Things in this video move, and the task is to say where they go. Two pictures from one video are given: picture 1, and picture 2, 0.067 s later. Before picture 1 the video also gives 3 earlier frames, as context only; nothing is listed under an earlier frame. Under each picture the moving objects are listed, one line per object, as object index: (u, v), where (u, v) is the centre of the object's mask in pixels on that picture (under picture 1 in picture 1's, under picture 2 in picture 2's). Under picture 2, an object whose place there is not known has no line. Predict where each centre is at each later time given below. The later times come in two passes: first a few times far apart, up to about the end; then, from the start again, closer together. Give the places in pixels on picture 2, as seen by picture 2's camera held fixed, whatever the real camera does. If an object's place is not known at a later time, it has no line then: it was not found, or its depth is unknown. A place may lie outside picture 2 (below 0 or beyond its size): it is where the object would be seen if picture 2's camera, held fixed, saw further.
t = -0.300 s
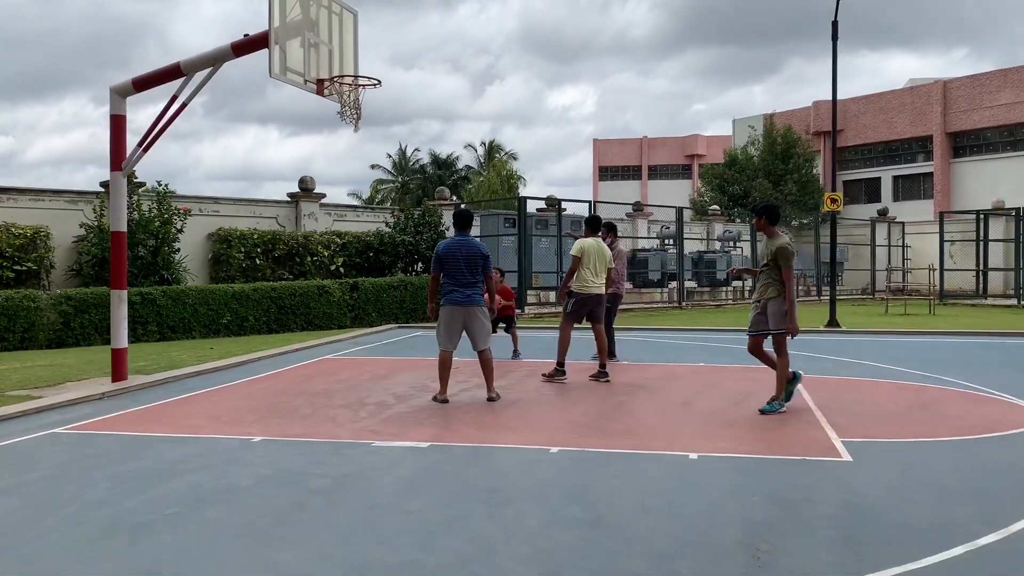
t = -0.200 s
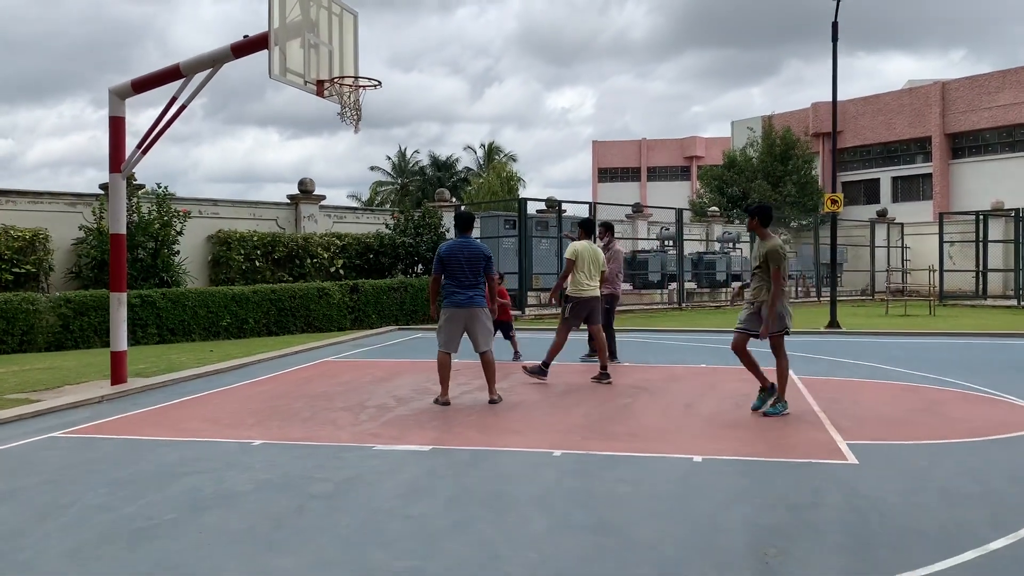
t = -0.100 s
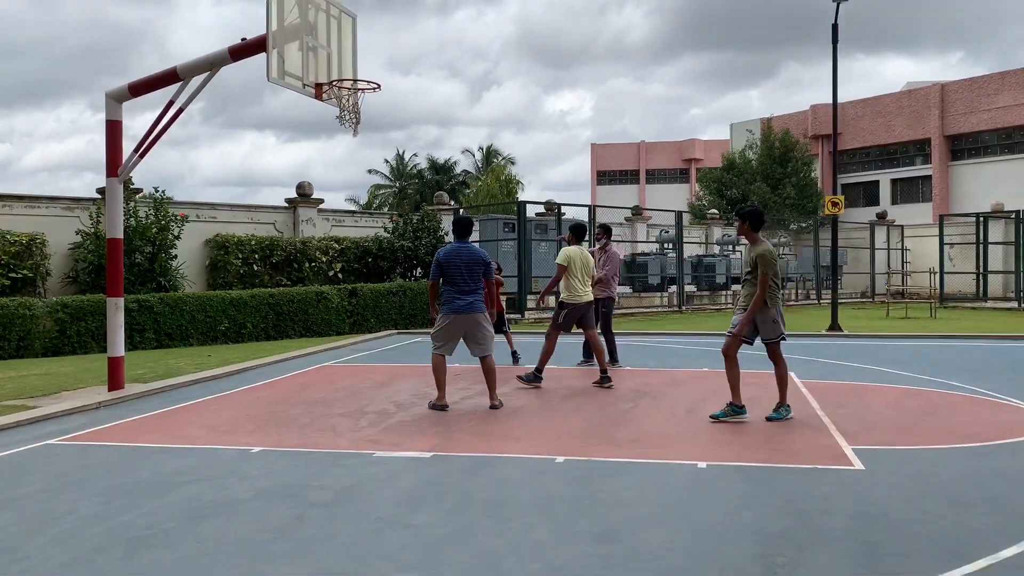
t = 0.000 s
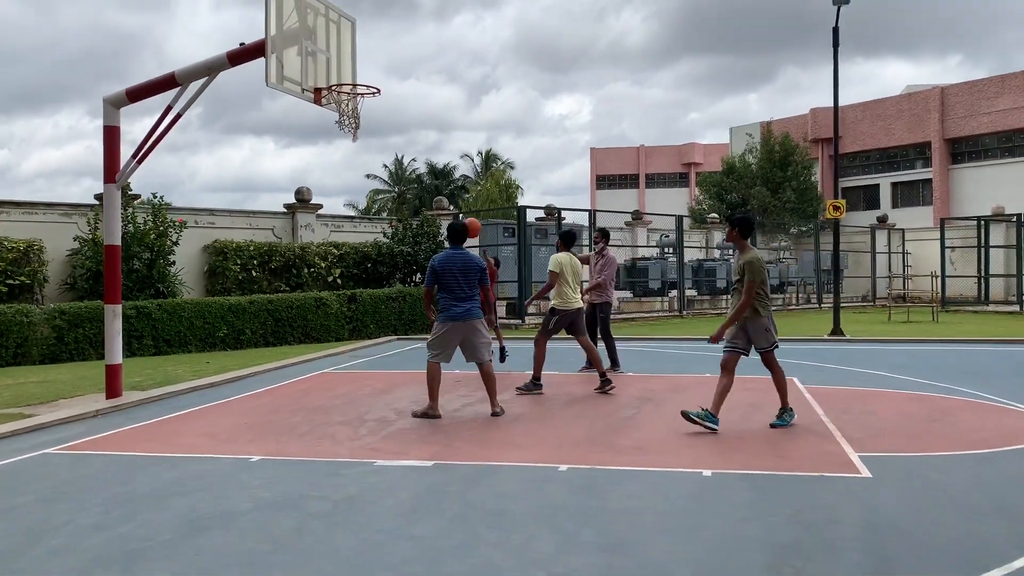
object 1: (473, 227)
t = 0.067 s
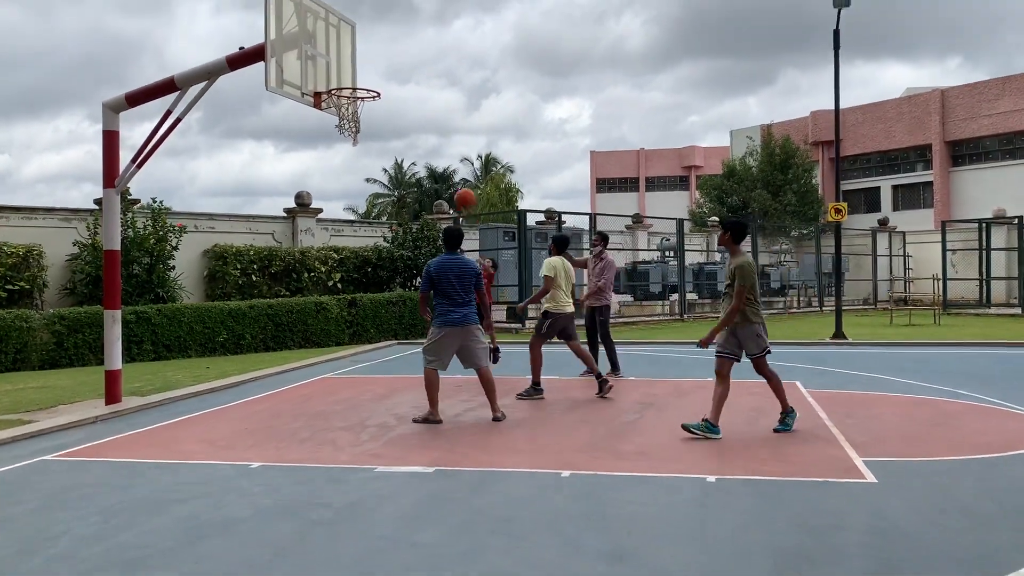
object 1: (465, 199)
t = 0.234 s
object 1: (448, 126)
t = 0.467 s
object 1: (424, 59)
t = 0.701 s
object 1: (398, 36)
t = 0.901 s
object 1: (373, 59)
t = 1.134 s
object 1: (355, 86)
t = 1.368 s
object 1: (360, 76)
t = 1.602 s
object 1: (349, 85)
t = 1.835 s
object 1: (347, 138)
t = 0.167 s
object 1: (455, 153)
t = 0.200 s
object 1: (451, 139)
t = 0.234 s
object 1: (448, 126)
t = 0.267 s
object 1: (445, 114)
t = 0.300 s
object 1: (442, 103)
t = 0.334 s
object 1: (438, 93)
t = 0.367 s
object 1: (435, 83)
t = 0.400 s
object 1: (432, 75)
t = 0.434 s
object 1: (428, 67)
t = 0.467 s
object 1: (424, 59)
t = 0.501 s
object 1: (420, 53)
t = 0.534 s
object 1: (416, 47)
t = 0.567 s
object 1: (413, 43)
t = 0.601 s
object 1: (409, 40)
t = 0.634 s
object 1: (405, 37)
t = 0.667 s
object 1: (402, 36)
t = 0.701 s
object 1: (398, 36)
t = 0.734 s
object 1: (394, 38)
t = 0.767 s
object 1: (390, 40)
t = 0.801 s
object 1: (386, 43)
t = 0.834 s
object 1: (381, 47)
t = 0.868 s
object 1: (377, 53)
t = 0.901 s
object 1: (373, 59)
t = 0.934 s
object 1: (369, 67)
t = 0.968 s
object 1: (365, 76)
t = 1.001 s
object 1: (360, 83)
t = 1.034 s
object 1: (353, 85)
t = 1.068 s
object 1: (347, 87)
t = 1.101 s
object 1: (347, 88)
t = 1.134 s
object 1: (355, 86)
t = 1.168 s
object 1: (364, 86)
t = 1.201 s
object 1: (369, 85)
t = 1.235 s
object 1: (367, 80)
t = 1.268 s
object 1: (365, 78)
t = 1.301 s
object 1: (363, 76)
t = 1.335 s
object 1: (361, 76)
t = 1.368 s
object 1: (360, 76)
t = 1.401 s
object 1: (358, 75)
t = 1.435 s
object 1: (356, 74)
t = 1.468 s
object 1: (355, 74)
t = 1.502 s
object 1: (353, 74)
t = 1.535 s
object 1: (352, 77)
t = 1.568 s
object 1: (351, 80)
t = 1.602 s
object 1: (349, 85)
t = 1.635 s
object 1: (347, 90)
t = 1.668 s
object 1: (347, 97)
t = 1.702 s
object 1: (346, 104)
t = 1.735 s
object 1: (346, 112)
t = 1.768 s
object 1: (347, 120)
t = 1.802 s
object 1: (347, 127)
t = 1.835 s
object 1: (347, 138)
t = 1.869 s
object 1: (347, 148)
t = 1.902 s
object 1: (347, 159)
